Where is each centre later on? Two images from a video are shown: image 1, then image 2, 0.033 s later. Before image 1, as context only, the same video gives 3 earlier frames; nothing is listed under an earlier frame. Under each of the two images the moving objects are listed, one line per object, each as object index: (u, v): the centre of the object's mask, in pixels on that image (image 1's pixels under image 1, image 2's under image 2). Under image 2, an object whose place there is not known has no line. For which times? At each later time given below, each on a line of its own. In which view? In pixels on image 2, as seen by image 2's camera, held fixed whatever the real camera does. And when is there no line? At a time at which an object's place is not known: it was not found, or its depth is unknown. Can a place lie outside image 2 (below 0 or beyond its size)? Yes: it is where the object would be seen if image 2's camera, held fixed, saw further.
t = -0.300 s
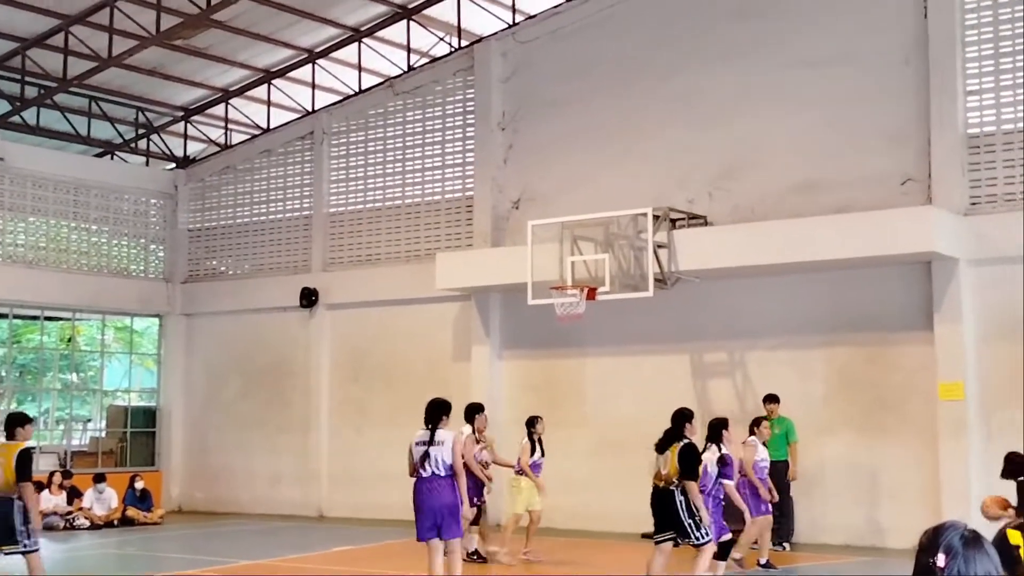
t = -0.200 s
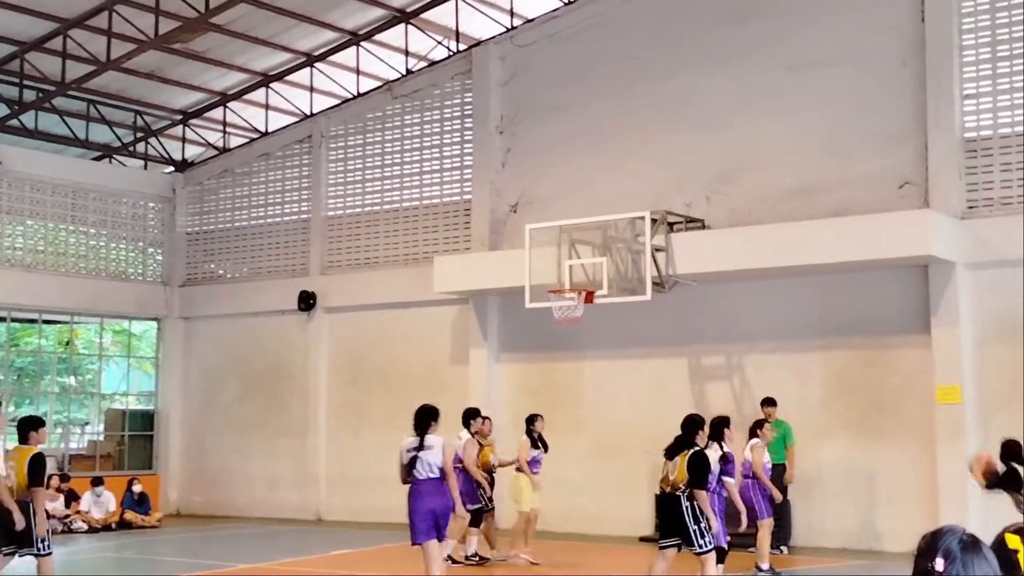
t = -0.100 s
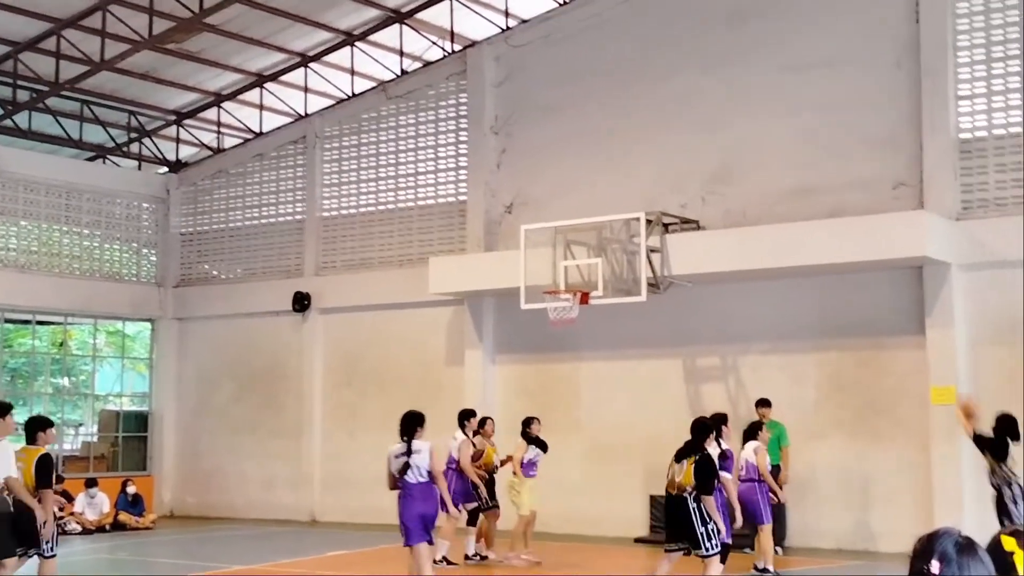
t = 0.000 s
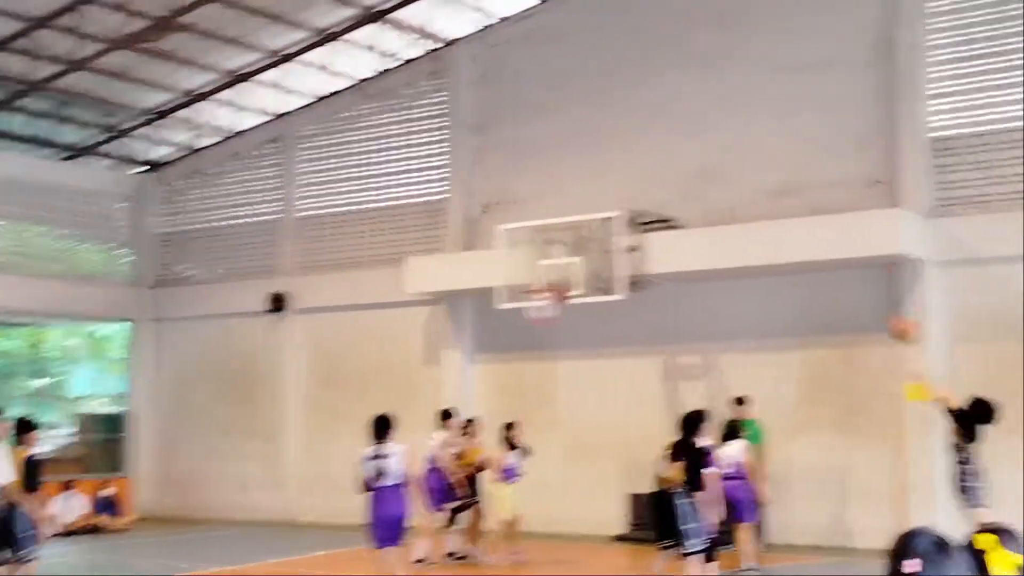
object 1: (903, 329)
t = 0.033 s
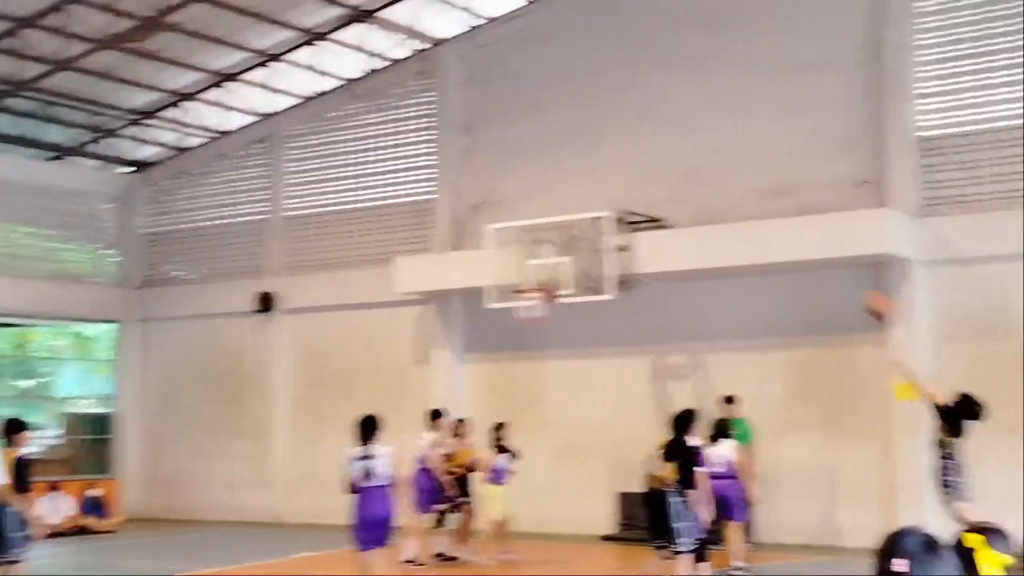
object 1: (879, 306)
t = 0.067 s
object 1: (869, 286)
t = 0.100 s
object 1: (857, 265)
